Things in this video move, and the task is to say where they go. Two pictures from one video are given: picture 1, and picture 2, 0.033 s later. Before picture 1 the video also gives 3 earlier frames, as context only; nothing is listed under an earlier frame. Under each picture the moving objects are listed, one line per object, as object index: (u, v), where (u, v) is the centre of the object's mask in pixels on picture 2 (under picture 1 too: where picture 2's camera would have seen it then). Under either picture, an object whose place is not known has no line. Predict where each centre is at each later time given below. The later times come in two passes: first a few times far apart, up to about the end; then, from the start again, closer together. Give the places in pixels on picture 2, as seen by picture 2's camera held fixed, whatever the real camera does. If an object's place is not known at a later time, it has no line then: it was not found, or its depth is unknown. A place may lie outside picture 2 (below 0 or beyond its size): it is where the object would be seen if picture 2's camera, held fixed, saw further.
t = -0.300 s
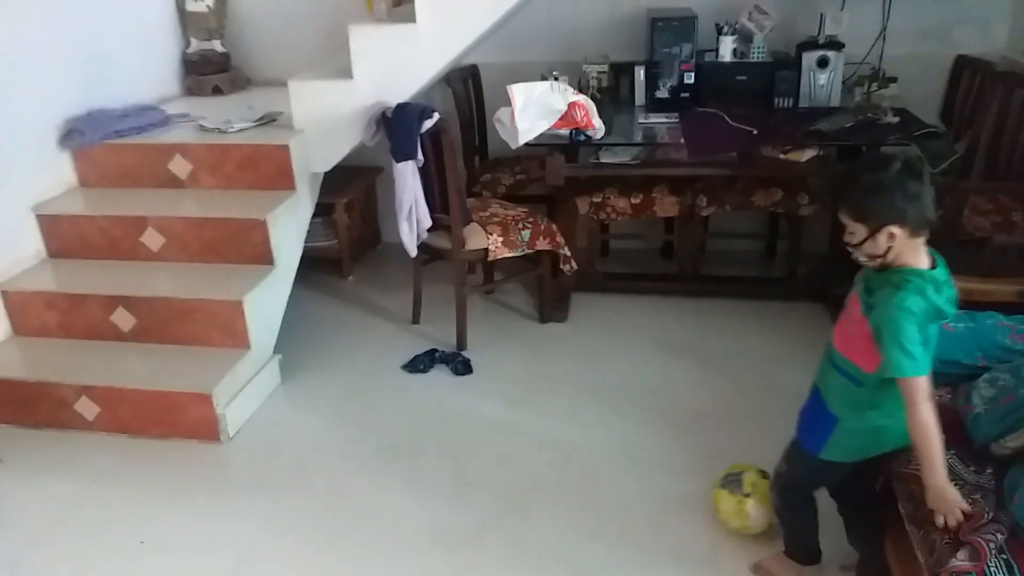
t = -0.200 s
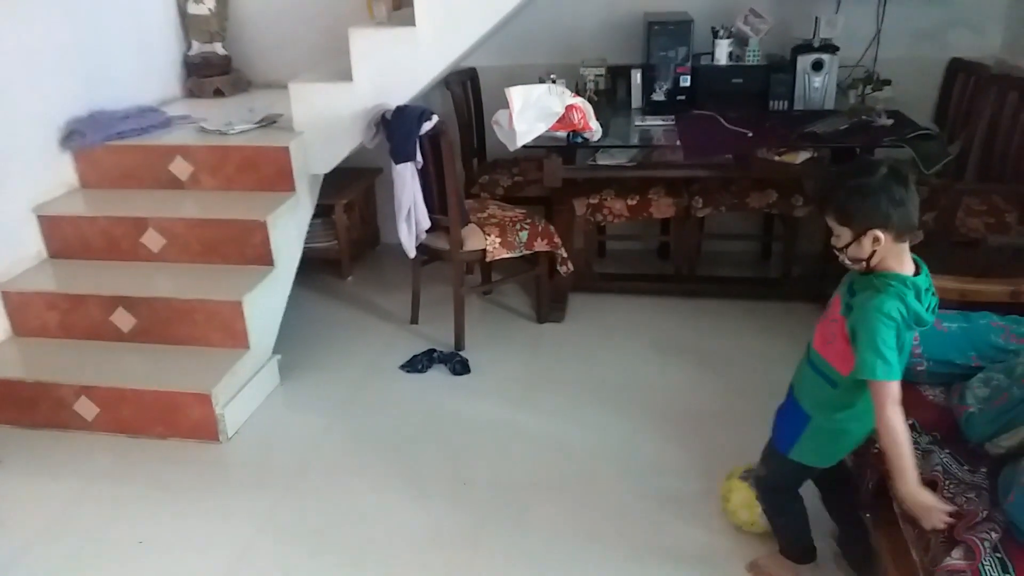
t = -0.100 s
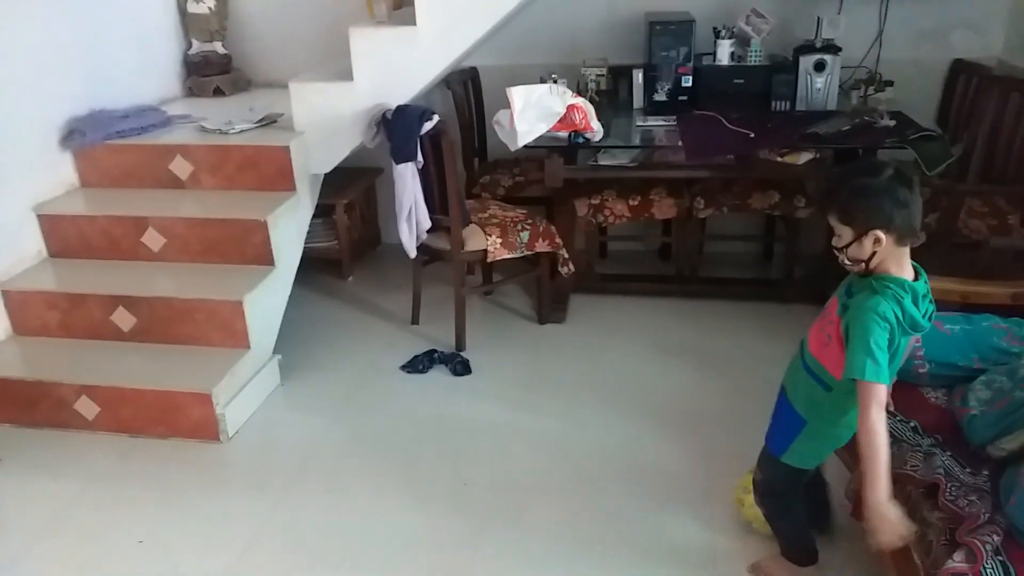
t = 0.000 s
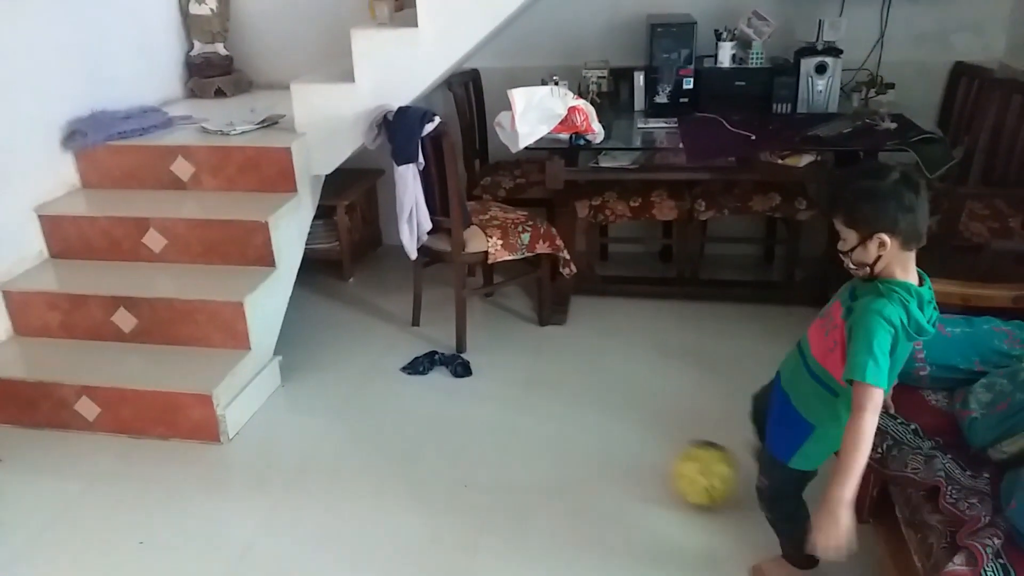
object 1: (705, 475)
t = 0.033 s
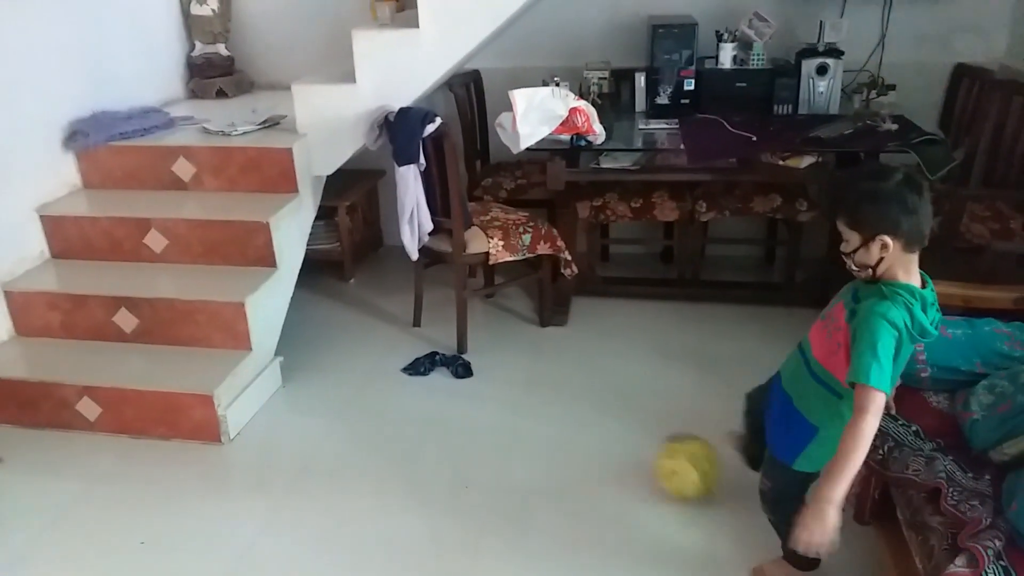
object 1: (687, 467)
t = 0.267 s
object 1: (596, 422)
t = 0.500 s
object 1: (535, 391)
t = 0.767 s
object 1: (479, 357)
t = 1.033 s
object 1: (479, 358)
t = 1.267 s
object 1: (504, 367)
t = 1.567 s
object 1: (547, 376)
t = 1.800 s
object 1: (585, 378)
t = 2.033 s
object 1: (625, 380)
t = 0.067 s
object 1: (670, 459)
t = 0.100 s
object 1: (655, 453)
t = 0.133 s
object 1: (641, 446)
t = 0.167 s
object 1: (629, 440)
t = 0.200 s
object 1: (618, 434)
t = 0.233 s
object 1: (606, 429)
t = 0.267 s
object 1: (596, 422)
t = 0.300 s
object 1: (586, 417)
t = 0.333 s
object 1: (574, 413)
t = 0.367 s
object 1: (566, 408)
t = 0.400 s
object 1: (558, 403)
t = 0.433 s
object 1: (550, 399)
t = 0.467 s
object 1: (542, 395)
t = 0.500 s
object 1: (535, 391)
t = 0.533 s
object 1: (528, 387)
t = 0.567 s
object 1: (521, 382)
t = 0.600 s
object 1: (513, 377)
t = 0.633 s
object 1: (506, 373)
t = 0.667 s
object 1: (498, 369)
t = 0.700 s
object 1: (492, 365)
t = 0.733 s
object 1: (485, 361)
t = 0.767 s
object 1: (479, 357)
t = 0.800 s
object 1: (474, 353)
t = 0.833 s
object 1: (470, 346)
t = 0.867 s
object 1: (466, 343)
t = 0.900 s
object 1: (468, 344)
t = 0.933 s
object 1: (471, 347)
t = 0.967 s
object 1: (473, 352)
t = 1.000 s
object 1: (476, 356)
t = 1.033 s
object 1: (479, 358)
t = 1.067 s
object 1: (483, 360)
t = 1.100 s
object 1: (486, 361)
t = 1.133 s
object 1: (489, 362)
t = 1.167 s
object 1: (493, 364)
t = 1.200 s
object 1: (497, 365)
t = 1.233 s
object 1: (500, 366)
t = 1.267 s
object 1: (504, 367)
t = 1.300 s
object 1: (509, 368)
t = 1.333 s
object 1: (513, 369)
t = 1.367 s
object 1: (517, 370)
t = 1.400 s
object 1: (521, 371)
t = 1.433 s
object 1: (525, 372)
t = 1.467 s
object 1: (529, 374)
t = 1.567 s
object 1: (547, 376)
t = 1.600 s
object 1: (552, 376)
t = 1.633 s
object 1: (558, 377)
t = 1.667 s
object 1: (563, 377)
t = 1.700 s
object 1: (568, 377)
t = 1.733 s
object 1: (574, 377)
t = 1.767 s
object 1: (579, 377)
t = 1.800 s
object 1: (585, 378)
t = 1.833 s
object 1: (590, 378)
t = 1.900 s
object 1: (602, 379)
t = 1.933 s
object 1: (607, 378)
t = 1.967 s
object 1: (613, 379)
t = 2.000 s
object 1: (619, 379)
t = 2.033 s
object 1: (625, 380)
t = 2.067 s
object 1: (630, 379)
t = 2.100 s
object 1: (635, 379)
